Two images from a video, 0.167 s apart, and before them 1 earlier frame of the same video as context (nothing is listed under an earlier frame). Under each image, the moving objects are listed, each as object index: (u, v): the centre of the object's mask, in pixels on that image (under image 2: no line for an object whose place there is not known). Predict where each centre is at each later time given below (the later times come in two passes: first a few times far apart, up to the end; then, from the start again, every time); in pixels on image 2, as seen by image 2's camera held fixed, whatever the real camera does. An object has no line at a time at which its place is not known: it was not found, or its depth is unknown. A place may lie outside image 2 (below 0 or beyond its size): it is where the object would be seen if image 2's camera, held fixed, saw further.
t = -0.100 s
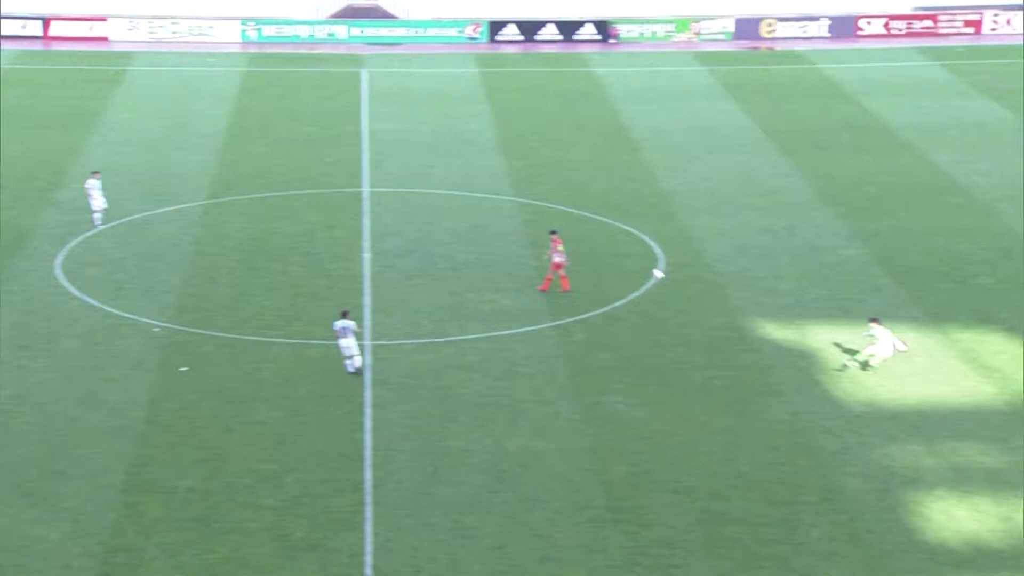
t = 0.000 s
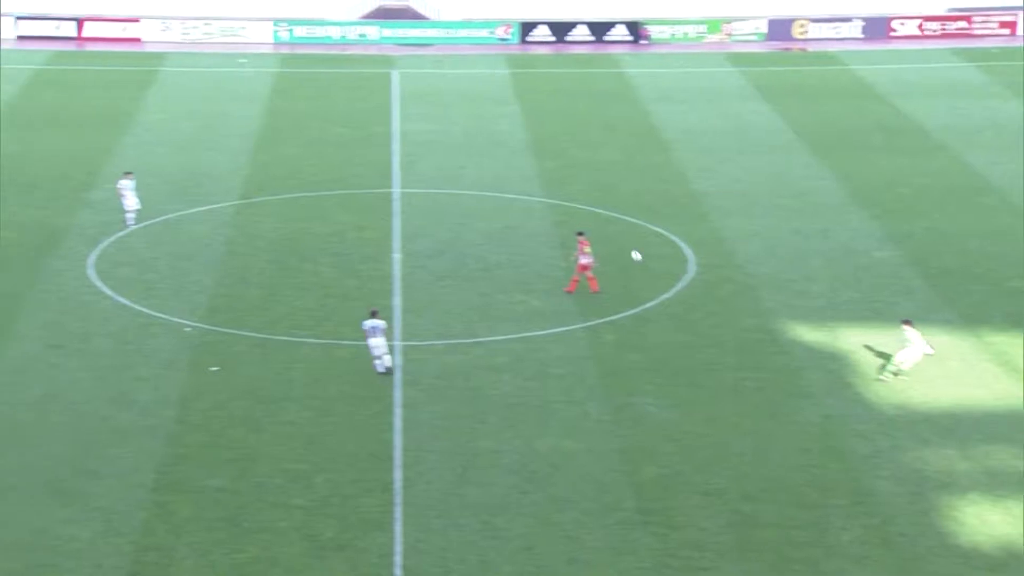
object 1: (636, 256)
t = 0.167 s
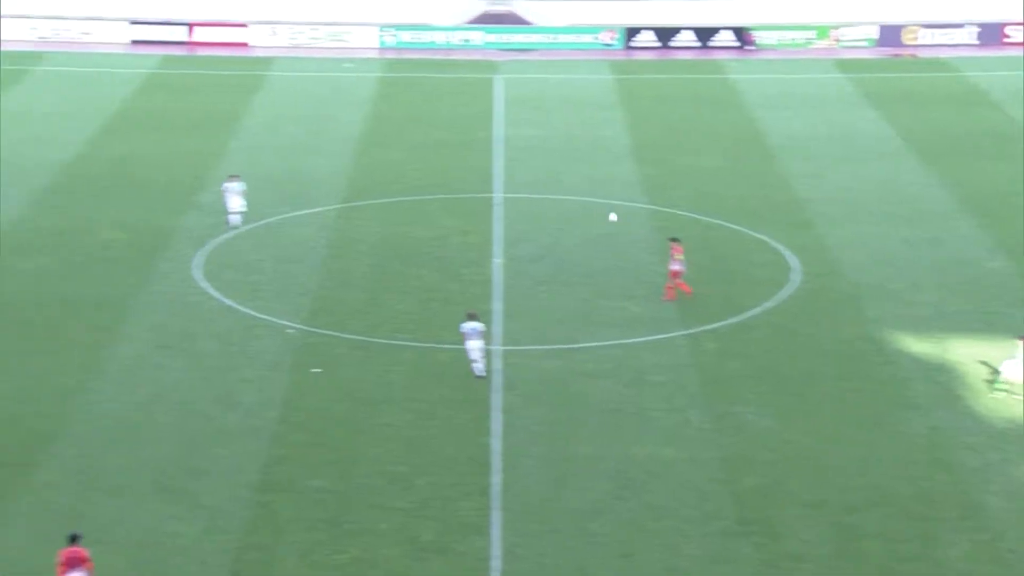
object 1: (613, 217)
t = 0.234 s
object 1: (565, 200)
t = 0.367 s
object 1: (475, 171)
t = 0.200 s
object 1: (588, 208)
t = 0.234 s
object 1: (565, 200)
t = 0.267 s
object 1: (542, 192)
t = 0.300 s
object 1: (520, 185)
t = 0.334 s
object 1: (497, 178)
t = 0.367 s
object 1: (475, 171)
